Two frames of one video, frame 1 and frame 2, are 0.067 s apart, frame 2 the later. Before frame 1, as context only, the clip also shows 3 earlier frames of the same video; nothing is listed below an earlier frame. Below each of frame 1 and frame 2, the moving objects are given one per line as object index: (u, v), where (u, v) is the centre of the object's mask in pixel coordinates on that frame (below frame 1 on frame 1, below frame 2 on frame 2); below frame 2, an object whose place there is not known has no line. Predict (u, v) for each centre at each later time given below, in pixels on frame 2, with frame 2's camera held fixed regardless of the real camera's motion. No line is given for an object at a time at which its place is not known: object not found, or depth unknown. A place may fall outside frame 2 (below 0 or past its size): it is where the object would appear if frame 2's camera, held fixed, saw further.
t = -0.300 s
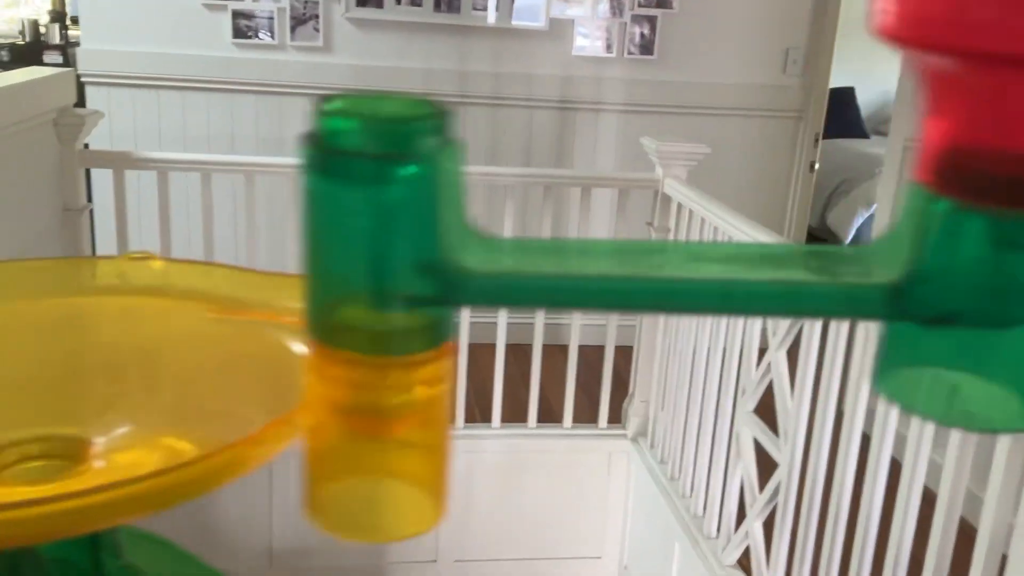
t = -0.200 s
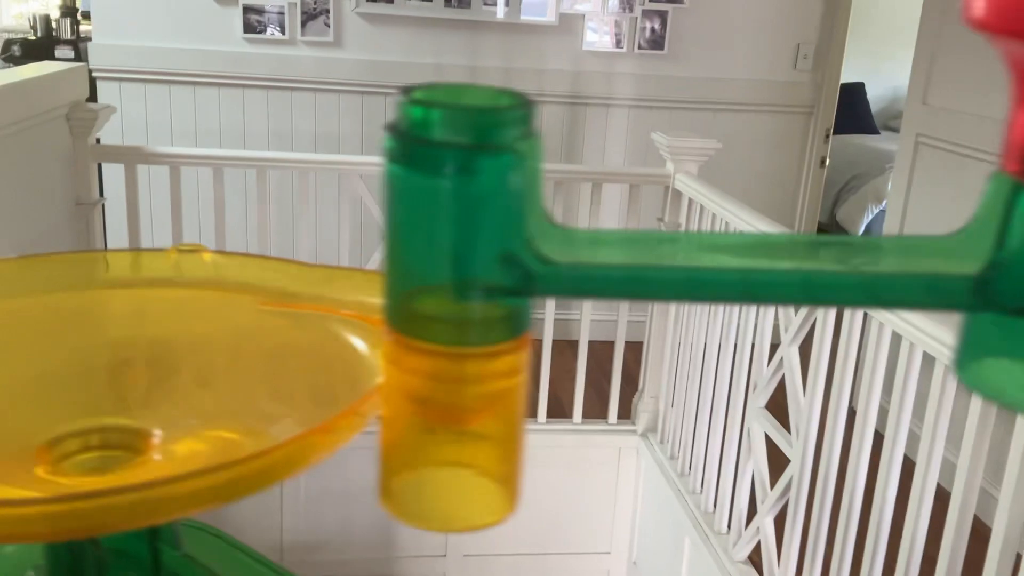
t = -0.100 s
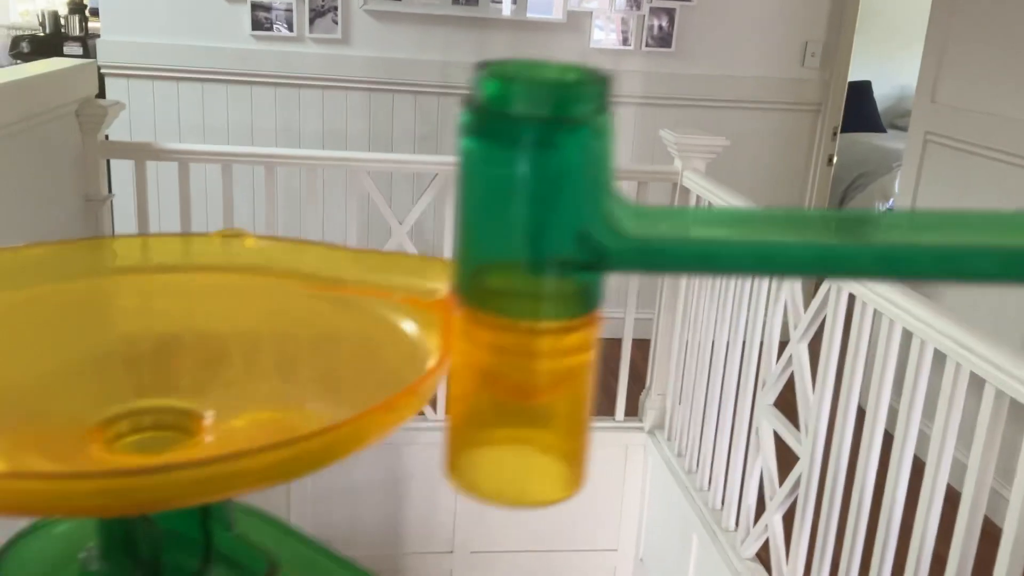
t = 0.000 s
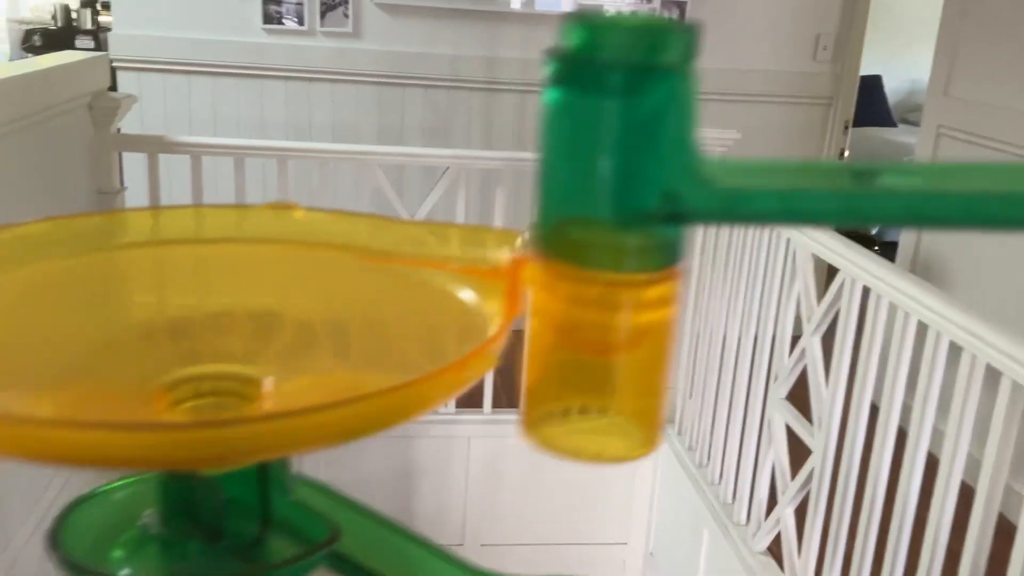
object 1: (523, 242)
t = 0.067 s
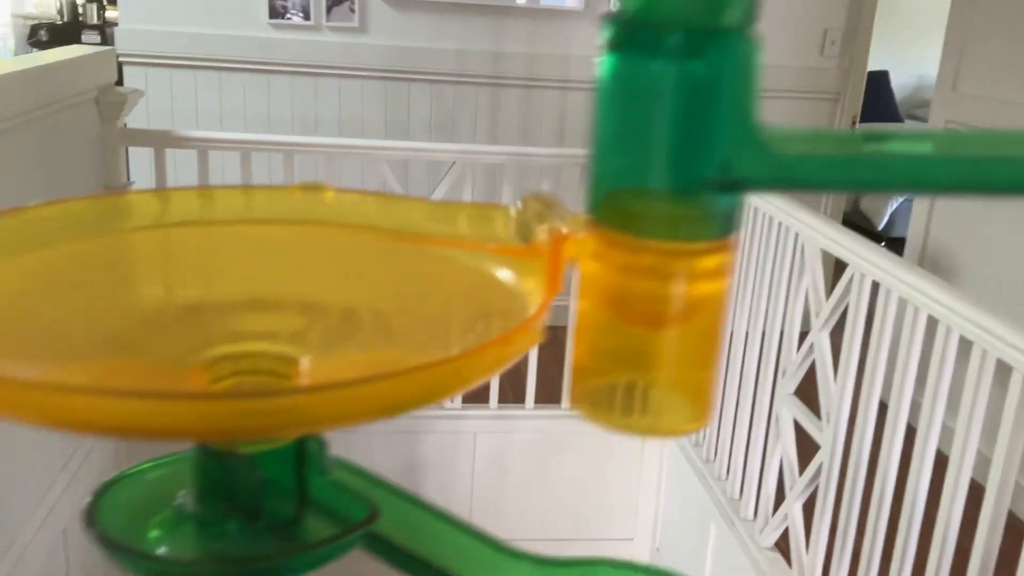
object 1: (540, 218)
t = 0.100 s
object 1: (516, 215)
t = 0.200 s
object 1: (418, 204)
